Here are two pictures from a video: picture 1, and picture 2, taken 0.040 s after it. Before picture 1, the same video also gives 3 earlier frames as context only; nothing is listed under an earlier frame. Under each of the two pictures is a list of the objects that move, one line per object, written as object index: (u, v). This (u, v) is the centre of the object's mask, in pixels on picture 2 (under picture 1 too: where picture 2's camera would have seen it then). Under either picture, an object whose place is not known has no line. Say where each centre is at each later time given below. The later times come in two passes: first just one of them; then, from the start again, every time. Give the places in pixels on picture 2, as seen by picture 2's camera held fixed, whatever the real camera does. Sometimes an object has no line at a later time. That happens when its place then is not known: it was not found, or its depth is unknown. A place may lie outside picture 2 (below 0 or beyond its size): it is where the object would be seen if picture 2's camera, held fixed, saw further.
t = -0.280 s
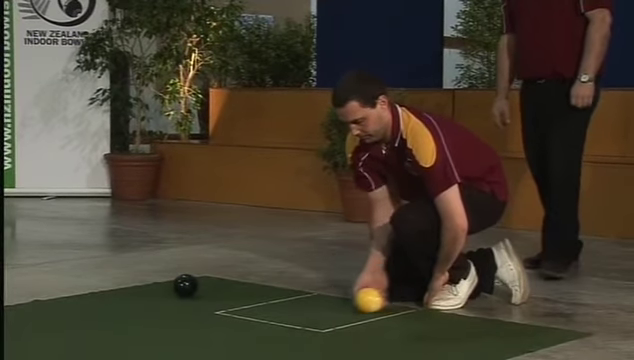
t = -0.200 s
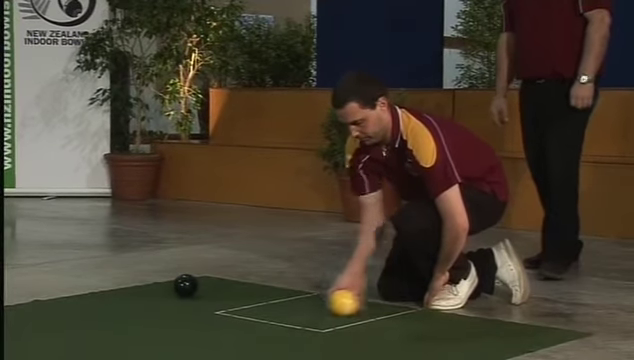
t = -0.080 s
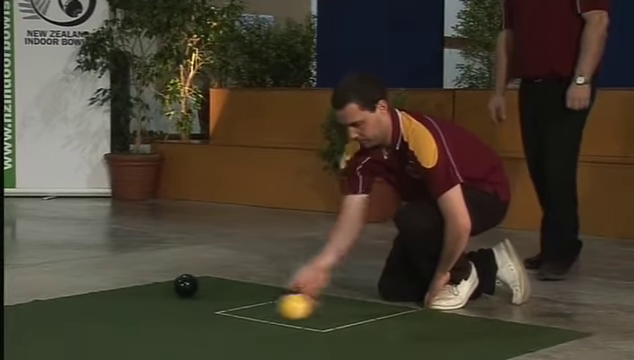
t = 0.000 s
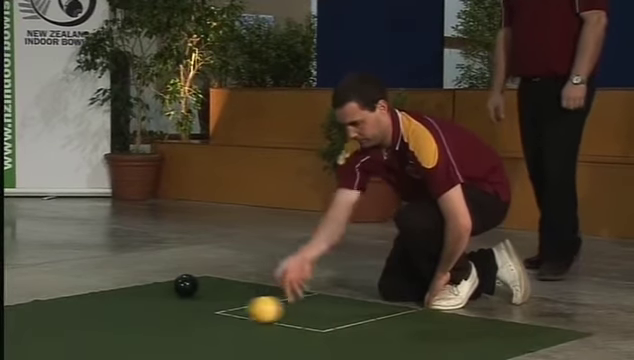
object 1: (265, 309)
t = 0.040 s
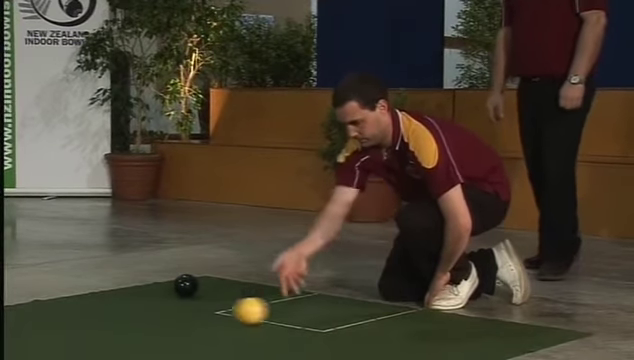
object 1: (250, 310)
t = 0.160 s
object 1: (207, 314)
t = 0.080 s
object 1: (236, 311)
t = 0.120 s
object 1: (221, 313)
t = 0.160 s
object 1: (207, 314)
